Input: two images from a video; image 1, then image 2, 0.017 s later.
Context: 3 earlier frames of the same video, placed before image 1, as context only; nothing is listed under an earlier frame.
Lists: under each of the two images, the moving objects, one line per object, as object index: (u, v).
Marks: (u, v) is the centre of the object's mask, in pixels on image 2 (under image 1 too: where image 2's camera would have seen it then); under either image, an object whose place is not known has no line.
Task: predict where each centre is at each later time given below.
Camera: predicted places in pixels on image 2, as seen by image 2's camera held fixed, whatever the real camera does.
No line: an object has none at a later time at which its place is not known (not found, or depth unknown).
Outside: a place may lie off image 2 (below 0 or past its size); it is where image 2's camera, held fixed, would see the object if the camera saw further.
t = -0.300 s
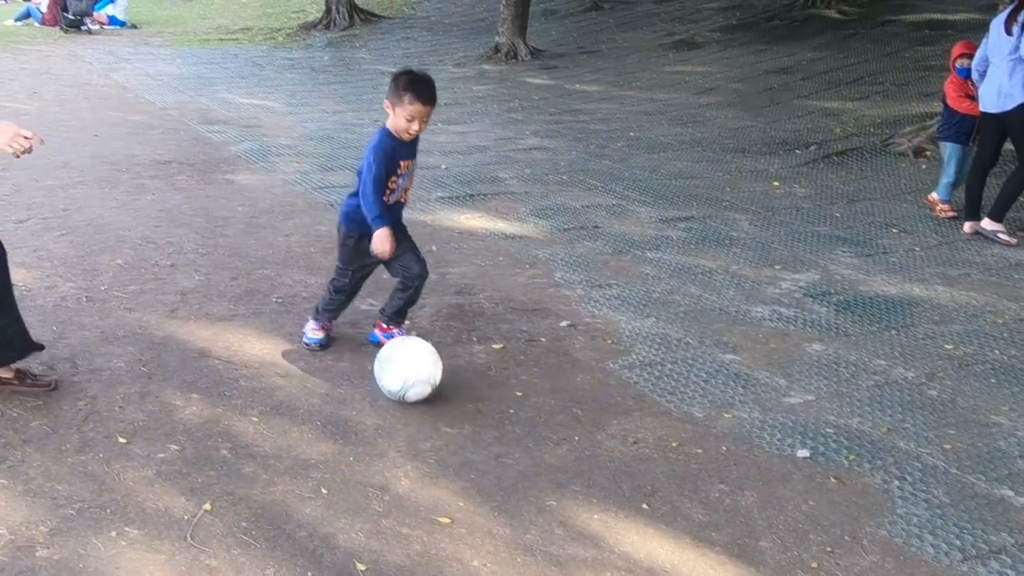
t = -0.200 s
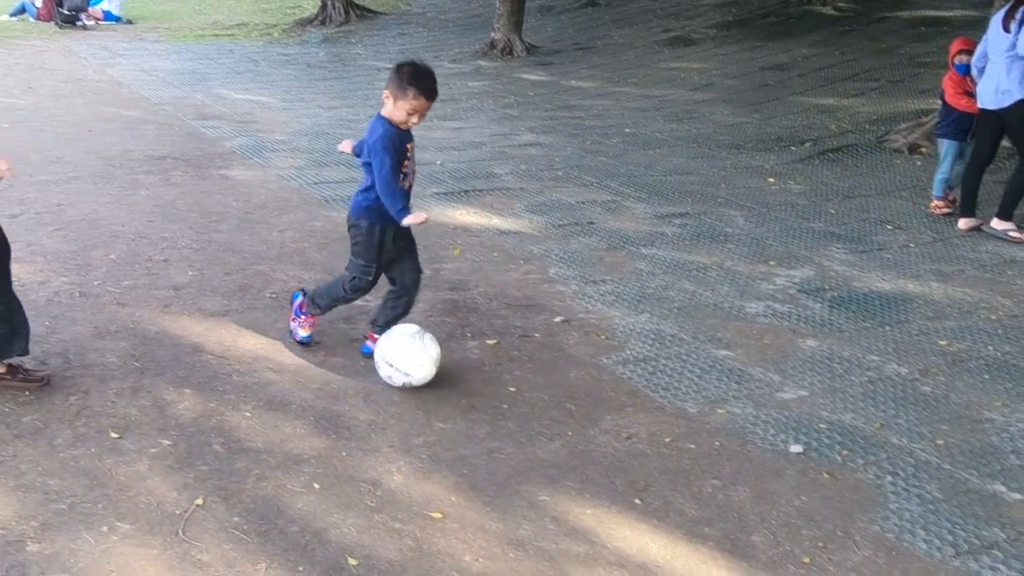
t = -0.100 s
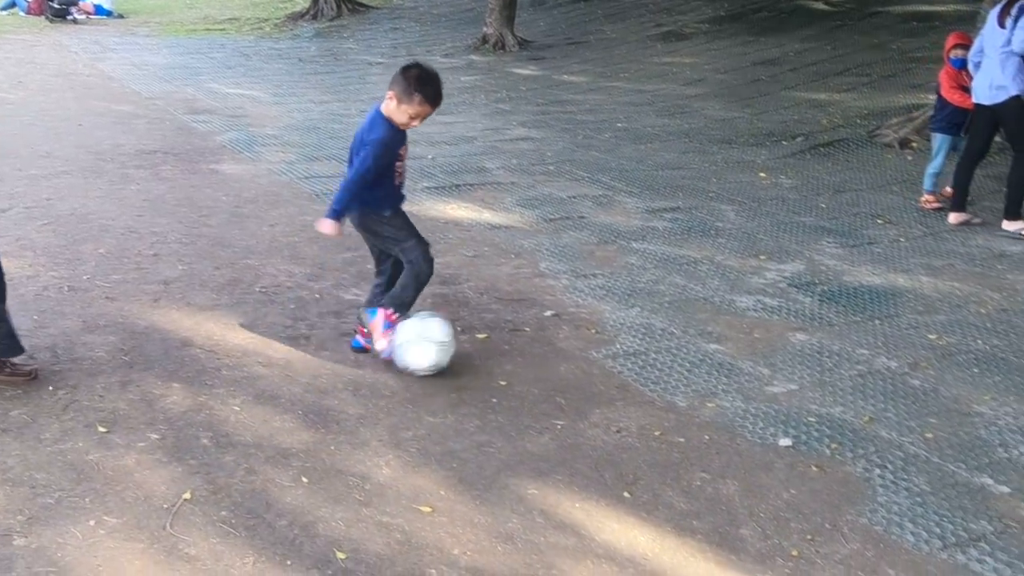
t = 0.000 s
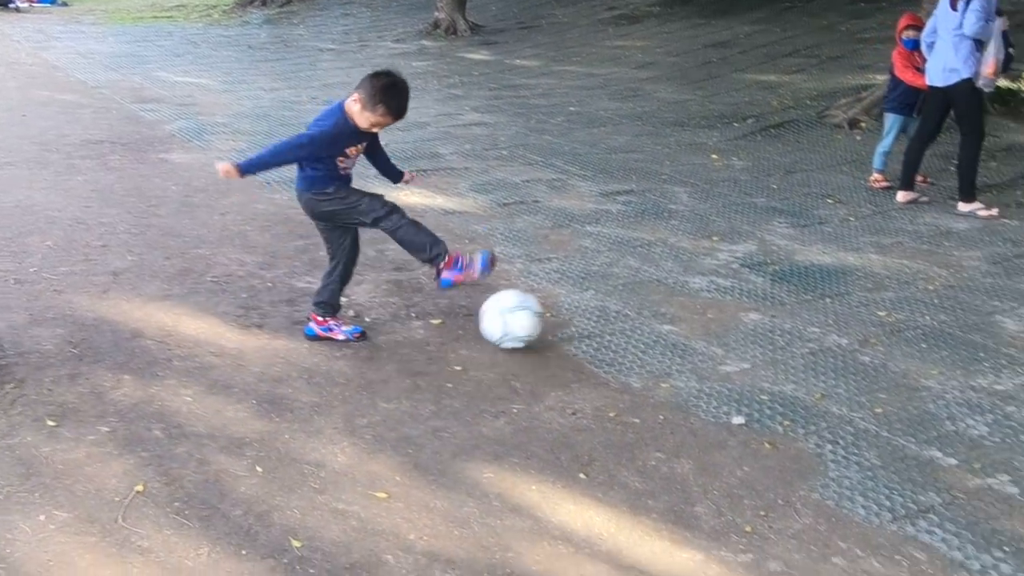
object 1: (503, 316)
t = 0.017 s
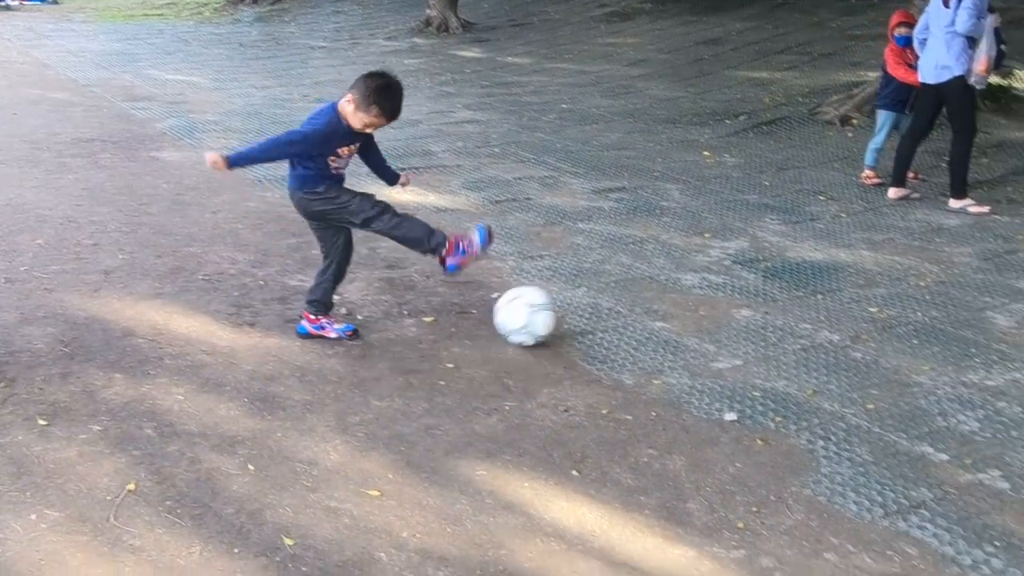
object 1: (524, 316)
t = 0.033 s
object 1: (546, 314)
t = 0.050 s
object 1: (564, 311)
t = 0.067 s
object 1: (584, 307)
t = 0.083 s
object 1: (602, 305)
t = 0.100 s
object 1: (620, 304)
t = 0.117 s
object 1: (637, 303)
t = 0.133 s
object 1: (655, 300)
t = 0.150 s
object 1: (672, 298)
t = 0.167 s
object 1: (689, 296)
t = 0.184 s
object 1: (705, 295)
